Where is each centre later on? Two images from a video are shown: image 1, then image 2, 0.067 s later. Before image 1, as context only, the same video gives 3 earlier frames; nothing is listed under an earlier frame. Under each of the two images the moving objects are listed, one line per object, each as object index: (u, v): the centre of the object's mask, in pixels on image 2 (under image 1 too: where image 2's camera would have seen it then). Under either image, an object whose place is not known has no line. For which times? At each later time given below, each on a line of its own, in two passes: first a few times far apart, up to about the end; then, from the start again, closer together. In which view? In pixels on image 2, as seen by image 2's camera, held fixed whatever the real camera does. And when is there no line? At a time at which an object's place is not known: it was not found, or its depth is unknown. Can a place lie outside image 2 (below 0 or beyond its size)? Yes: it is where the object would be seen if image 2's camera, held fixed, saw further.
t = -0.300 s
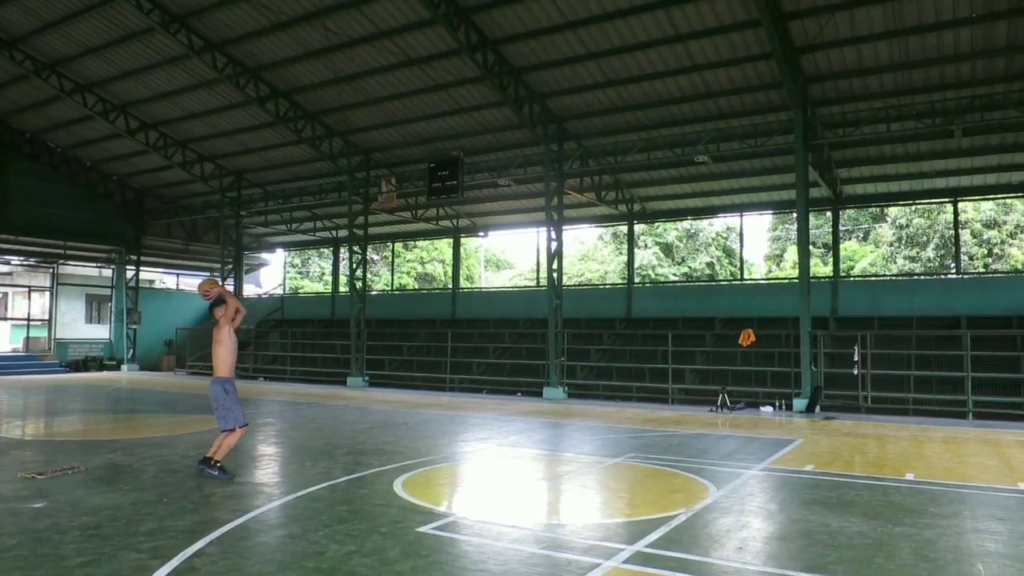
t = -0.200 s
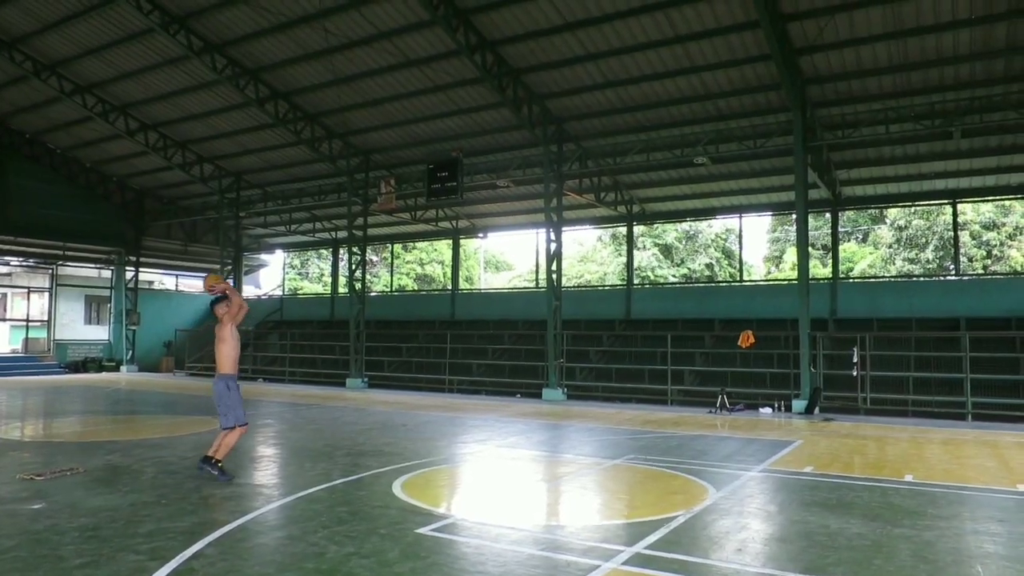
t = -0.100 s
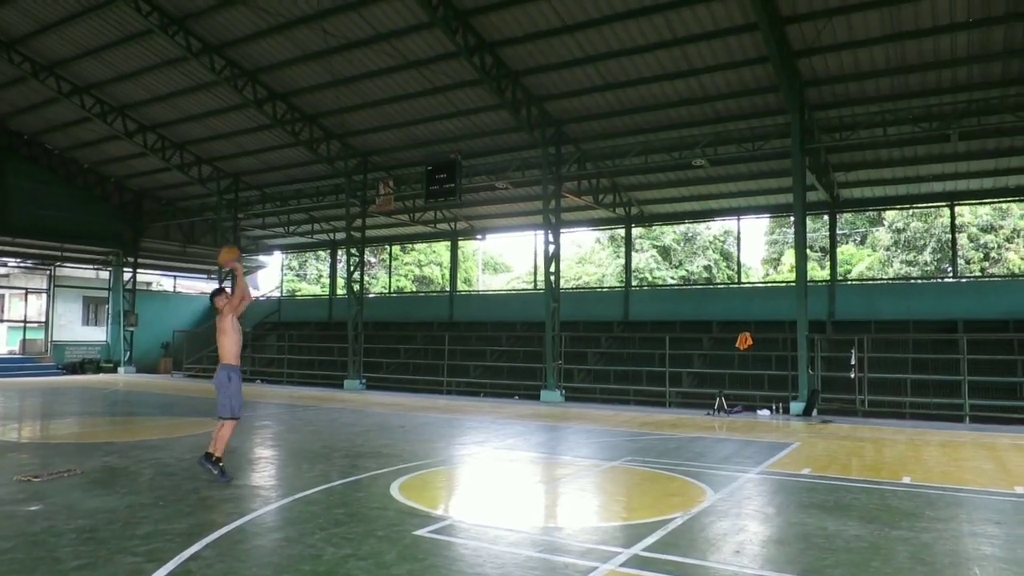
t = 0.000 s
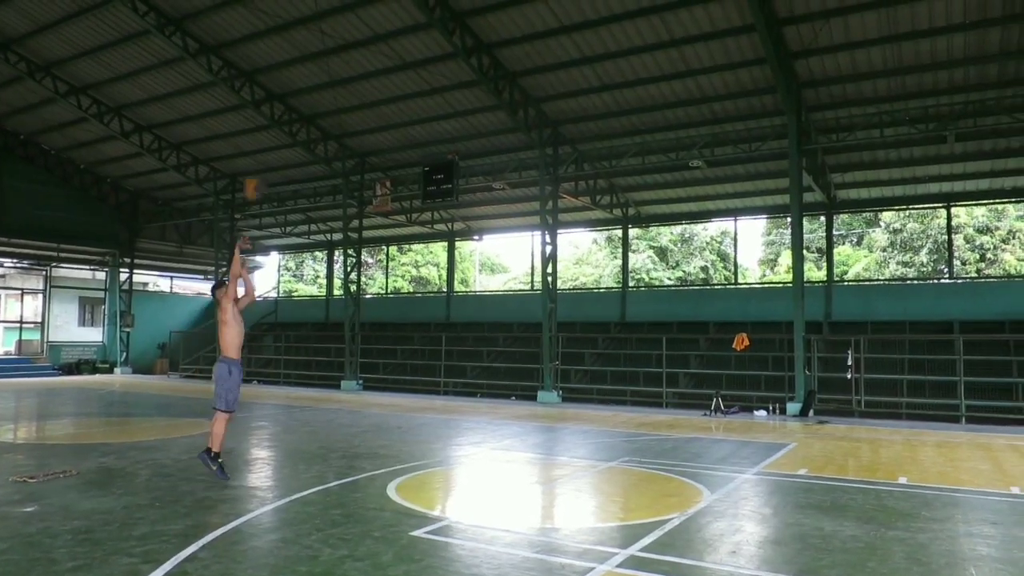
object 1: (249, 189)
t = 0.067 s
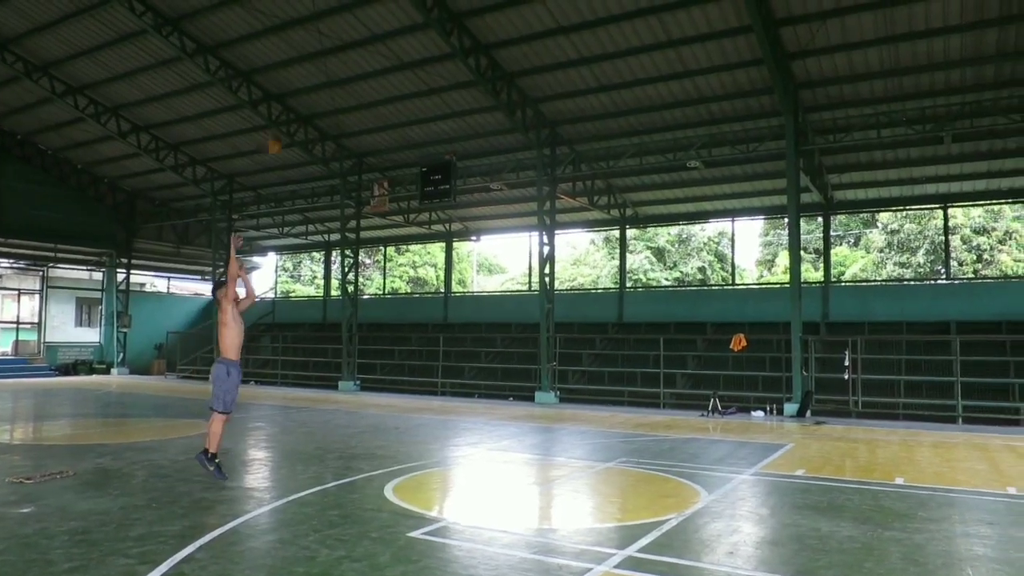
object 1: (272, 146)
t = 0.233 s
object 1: (322, 56)
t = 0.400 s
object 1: (376, -8)
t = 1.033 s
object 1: (569, -17)
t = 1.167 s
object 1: (610, 28)
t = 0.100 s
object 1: (286, 124)
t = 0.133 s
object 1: (291, 107)
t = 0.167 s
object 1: (303, 87)
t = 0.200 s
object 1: (315, 72)
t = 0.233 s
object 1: (322, 56)
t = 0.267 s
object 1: (333, 40)
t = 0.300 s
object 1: (344, 26)
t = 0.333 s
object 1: (352, 15)
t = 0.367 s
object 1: (364, 0)
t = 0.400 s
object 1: (376, -8)
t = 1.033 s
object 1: (569, -17)
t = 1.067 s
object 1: (580, -15)
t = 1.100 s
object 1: (590, 1)
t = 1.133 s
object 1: (600, 14)
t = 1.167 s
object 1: (610, 28)
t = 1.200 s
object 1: (622, 45)
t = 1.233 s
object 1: (631, 63)
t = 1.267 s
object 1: (642, 77)
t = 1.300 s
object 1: (651, 101)
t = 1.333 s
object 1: (660, 121)
